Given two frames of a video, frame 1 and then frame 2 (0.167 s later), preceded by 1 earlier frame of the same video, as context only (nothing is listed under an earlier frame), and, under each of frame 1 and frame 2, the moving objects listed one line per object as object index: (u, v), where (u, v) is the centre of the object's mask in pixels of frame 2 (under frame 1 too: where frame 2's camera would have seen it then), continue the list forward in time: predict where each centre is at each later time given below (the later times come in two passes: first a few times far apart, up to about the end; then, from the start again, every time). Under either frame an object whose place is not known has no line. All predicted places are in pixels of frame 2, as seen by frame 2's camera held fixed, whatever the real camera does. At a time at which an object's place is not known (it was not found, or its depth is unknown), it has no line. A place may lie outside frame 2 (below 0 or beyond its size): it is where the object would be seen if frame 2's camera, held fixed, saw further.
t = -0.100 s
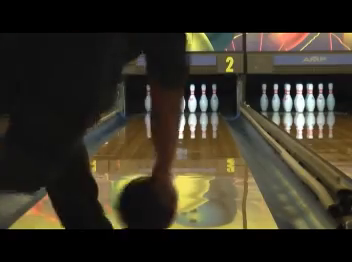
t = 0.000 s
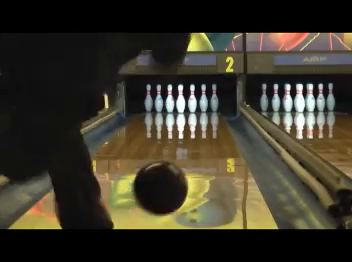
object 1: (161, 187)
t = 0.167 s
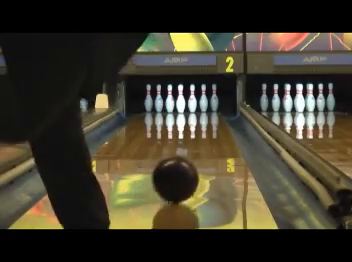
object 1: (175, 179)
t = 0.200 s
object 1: (177, 175)
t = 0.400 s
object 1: (189, 159)
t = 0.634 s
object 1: (198, 145)
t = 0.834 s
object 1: (204, 136)
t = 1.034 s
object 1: (208, 129)
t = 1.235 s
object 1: (210, 123)
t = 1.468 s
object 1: (210, 118)
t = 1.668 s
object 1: (209, 115)
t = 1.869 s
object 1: (206, 111)
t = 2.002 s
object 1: (203, 110)
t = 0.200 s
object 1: (177, 175)
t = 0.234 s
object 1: (180, 173)
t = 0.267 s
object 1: (182, 170)
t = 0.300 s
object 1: (184, 167)
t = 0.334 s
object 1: (186, 164)
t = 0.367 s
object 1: (187, 162)
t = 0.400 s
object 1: (189, 159)
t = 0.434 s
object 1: (190, 157)
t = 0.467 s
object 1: (192, 155)
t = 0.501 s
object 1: (193, 153)
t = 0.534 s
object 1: (195, 151)
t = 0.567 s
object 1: (196, 150)
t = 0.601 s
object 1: (197, 147)
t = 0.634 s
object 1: (198, 145)
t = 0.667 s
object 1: (199, 144)
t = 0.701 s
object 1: (200, 142)
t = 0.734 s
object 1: (201, 141)
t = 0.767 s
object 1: (202, 139)
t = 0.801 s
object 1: (203, 138)
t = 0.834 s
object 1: (204, 136)
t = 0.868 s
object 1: (205, 135)
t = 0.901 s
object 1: (206, 134)
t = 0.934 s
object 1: (206, 133)
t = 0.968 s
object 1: (207, 132)
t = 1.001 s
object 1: (207, 131)
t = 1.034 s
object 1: (208, 129)
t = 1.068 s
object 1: (208, 129)
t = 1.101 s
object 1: (208, 128)
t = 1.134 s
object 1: (209, 127)
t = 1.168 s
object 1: (208, 126)
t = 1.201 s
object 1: (210, 123)
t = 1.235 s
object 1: (210, 123)
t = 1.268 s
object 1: (210, 123)
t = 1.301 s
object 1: (210, 122)
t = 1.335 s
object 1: (210, 121)
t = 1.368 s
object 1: (210, 120)
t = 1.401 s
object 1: (210, 119)
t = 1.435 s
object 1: (210, 119)
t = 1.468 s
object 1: (210, 118)
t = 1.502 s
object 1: (209, 117)
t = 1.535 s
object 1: (209, 117)
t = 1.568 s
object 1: (209, 116)
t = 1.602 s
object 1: (209, 116)
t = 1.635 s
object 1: (209, 115)
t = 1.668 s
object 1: (209, 115)
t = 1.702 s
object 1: (209, 114)
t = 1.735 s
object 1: (208, 113)
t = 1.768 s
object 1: (208, 113)
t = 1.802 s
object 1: (208, 113)
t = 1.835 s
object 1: (207, 112)
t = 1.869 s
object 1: (206, 111)
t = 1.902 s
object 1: (205, 111)
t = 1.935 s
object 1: (204, 111)
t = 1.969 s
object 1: (204, 110)
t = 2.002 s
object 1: (203, 110)
